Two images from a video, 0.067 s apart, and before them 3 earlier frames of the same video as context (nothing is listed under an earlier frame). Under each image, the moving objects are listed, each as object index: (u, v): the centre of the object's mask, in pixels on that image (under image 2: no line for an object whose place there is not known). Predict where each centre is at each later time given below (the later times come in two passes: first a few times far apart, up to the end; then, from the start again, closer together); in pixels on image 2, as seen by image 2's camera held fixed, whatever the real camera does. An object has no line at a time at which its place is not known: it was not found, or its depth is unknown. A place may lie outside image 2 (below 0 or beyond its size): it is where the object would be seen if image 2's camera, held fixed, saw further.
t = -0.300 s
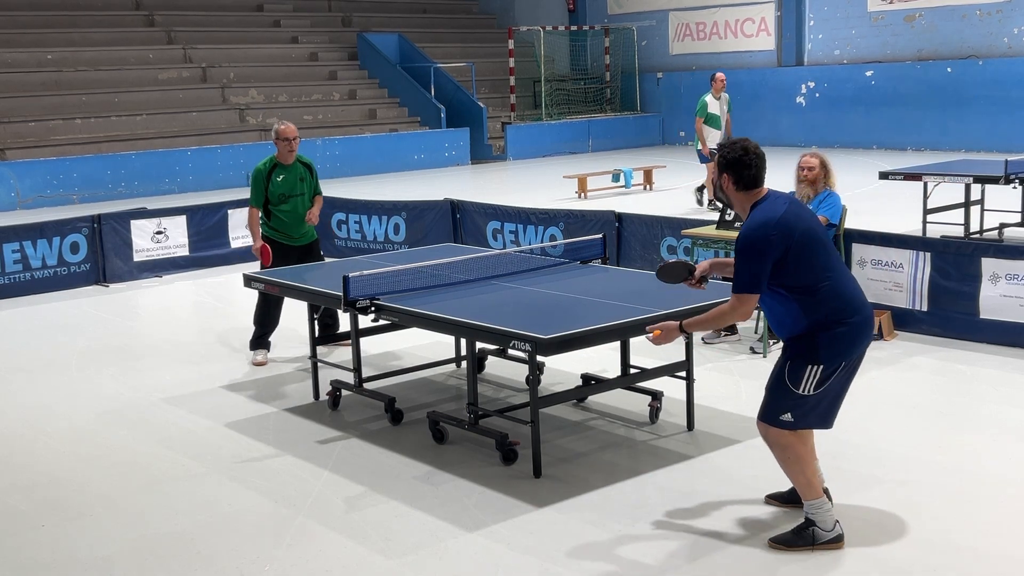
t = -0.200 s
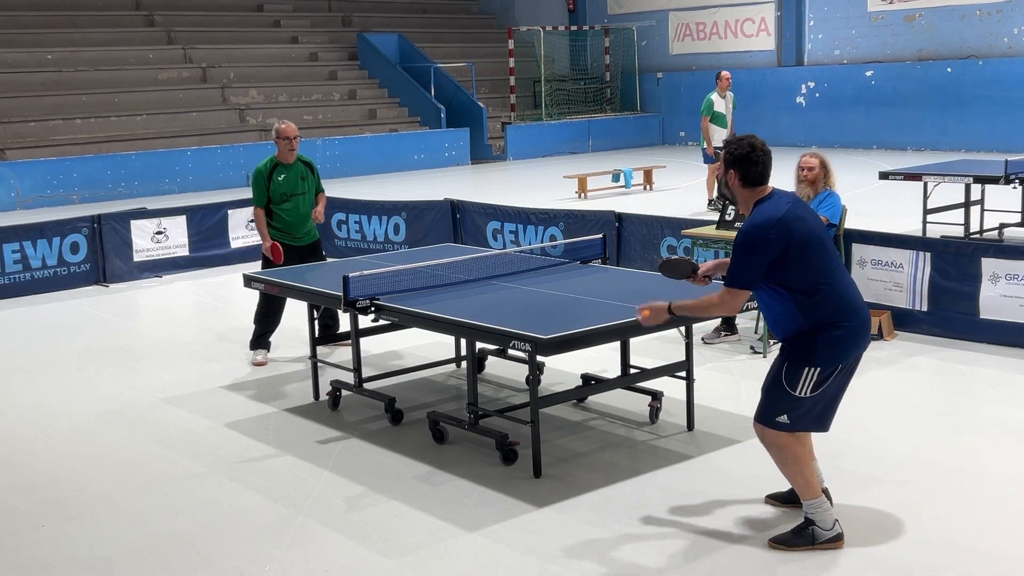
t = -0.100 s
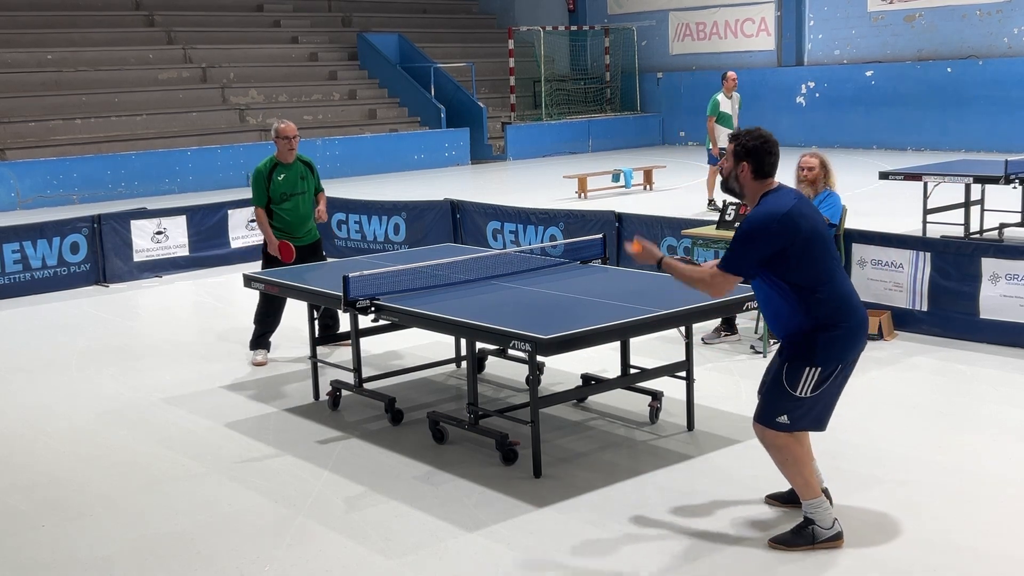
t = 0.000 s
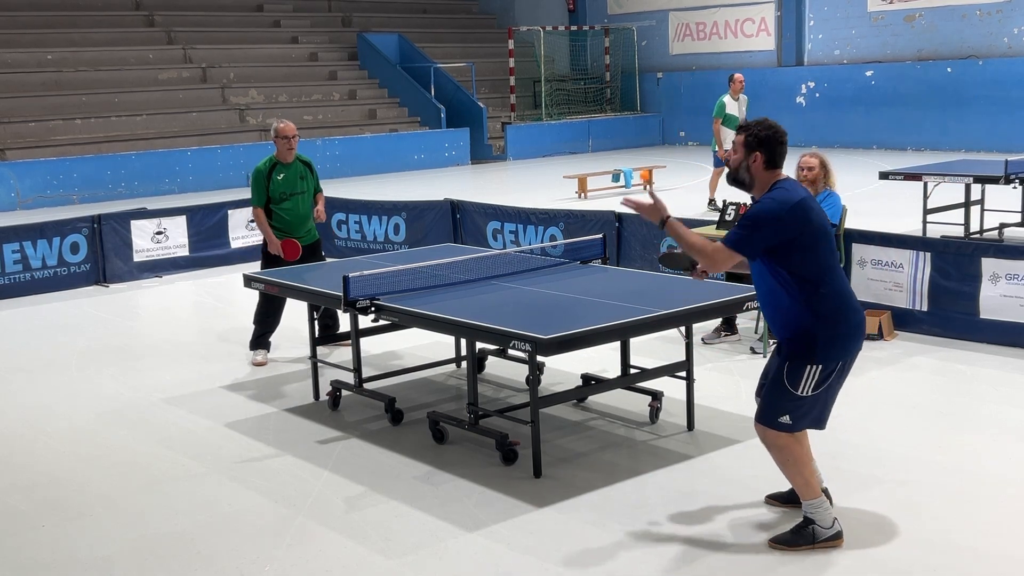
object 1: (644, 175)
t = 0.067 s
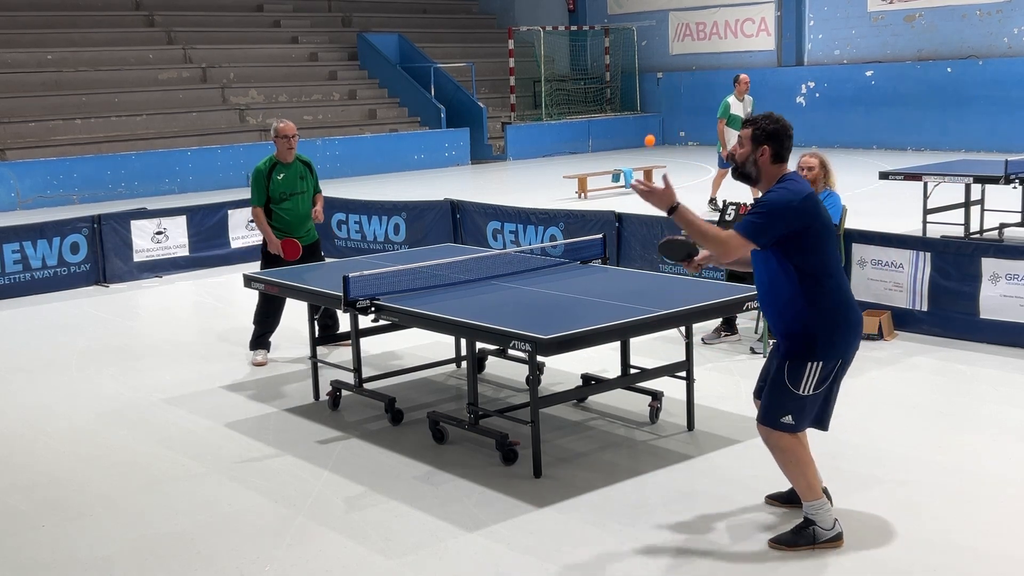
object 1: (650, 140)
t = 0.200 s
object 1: (661, 104)
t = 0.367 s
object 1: (676, 121)
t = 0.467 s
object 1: (685, 163)
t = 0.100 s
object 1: (652, 128)
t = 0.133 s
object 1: (655, 117)
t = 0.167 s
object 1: (658, 109)
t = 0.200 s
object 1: (661, 104)
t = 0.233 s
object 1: (664, 102)
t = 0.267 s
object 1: (667, 102)
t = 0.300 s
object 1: (670, 105)
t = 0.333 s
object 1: (673, 111)
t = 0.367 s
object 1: (676, 121)
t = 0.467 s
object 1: (685, 163)
